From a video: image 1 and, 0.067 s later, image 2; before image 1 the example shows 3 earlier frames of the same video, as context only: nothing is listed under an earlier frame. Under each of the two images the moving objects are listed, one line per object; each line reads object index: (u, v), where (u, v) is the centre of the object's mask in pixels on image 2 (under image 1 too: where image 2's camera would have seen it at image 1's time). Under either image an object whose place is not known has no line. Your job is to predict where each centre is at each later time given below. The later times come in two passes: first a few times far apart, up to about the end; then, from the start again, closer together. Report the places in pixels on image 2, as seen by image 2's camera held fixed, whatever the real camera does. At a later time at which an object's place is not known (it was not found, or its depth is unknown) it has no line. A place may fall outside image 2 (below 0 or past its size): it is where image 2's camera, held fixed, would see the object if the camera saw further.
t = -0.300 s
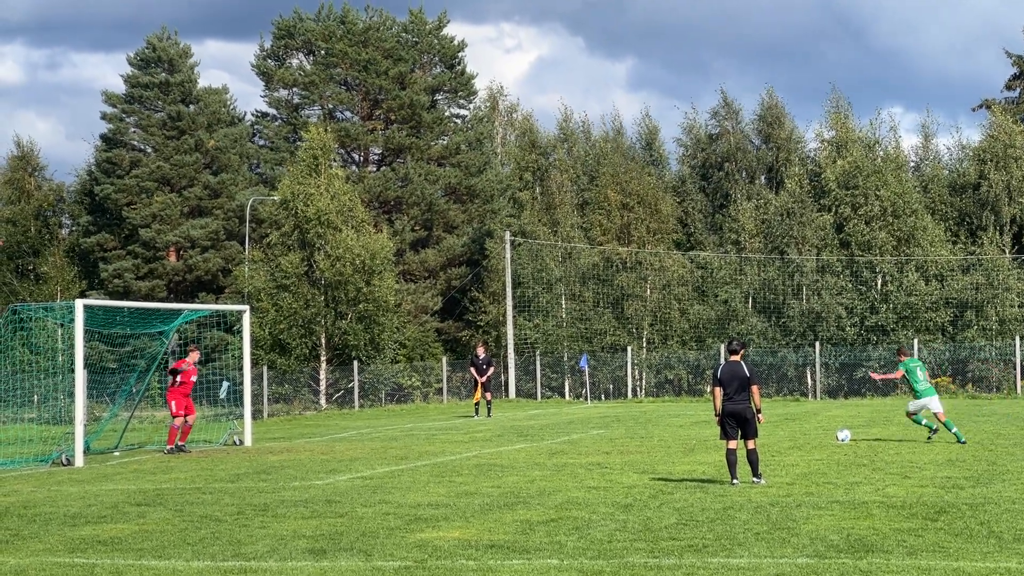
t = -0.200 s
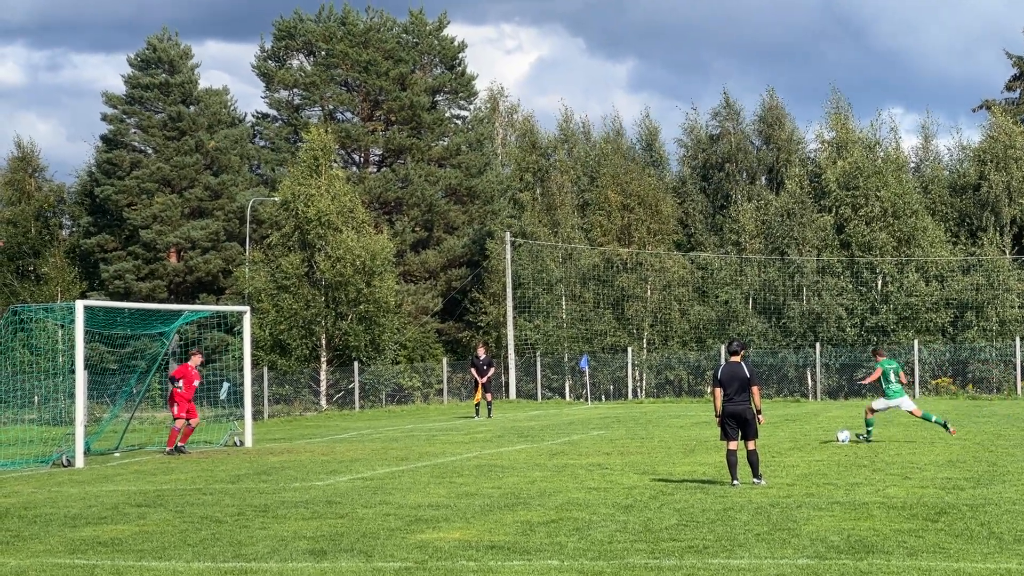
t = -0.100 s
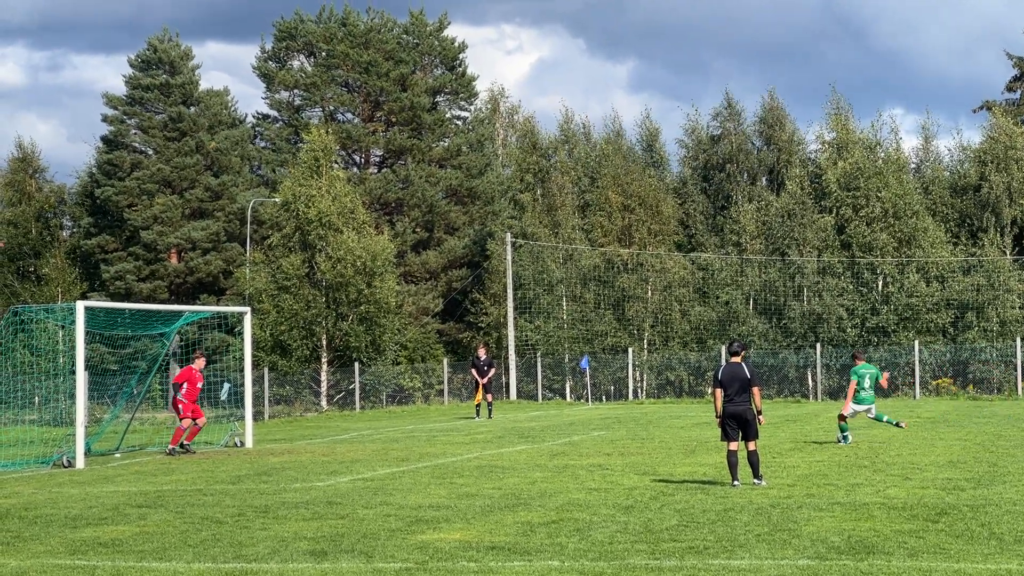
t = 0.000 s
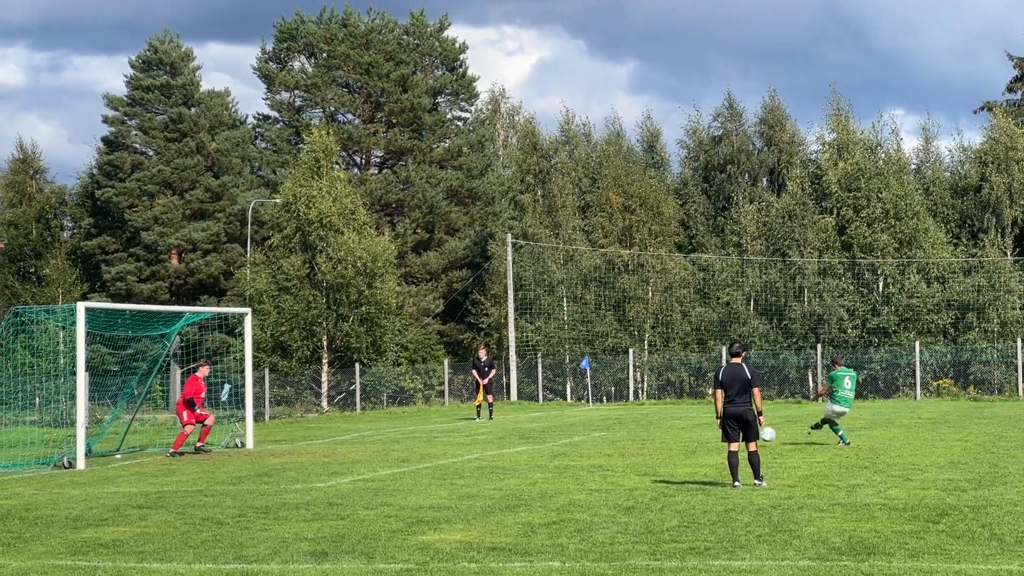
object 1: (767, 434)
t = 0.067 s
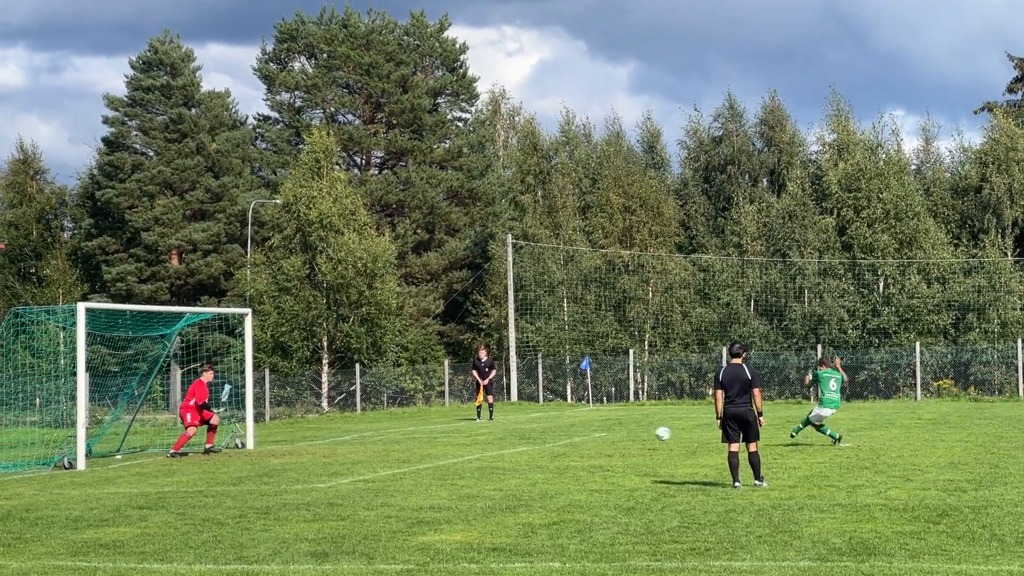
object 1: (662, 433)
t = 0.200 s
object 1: (467, 445)
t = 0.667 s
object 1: (180, 332)
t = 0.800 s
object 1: (175, 325)
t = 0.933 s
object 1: (186, 340)
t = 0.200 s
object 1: (467, 445)
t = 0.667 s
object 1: (180, 332)
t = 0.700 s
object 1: (172, 324)
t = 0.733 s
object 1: (170, 322)
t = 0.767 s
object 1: (173, 323)
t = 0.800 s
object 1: (175, 325)
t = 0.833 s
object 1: (178, 328)
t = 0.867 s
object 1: (181, 331)
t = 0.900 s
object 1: (184, 335)
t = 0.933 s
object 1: (186, 340)
